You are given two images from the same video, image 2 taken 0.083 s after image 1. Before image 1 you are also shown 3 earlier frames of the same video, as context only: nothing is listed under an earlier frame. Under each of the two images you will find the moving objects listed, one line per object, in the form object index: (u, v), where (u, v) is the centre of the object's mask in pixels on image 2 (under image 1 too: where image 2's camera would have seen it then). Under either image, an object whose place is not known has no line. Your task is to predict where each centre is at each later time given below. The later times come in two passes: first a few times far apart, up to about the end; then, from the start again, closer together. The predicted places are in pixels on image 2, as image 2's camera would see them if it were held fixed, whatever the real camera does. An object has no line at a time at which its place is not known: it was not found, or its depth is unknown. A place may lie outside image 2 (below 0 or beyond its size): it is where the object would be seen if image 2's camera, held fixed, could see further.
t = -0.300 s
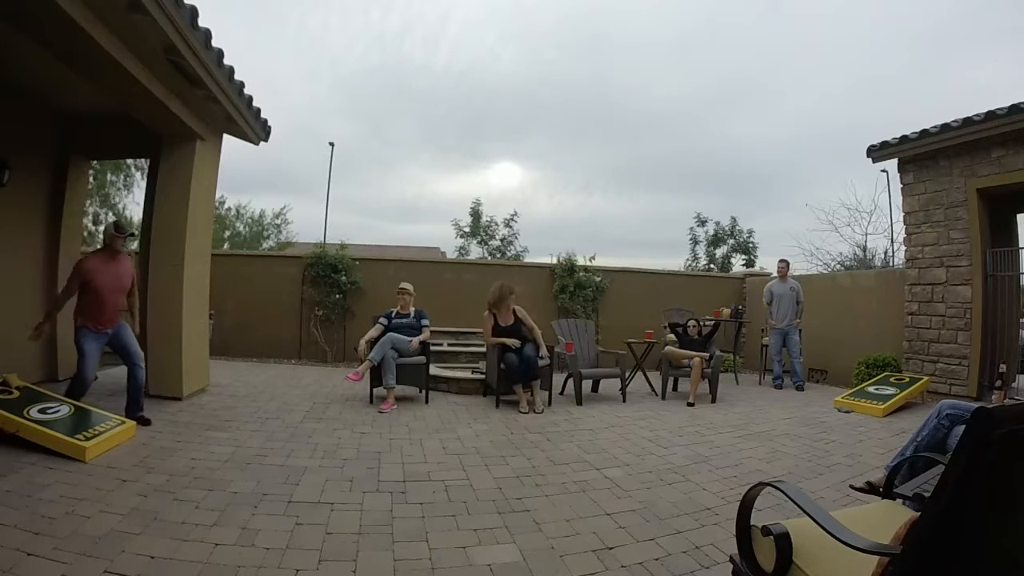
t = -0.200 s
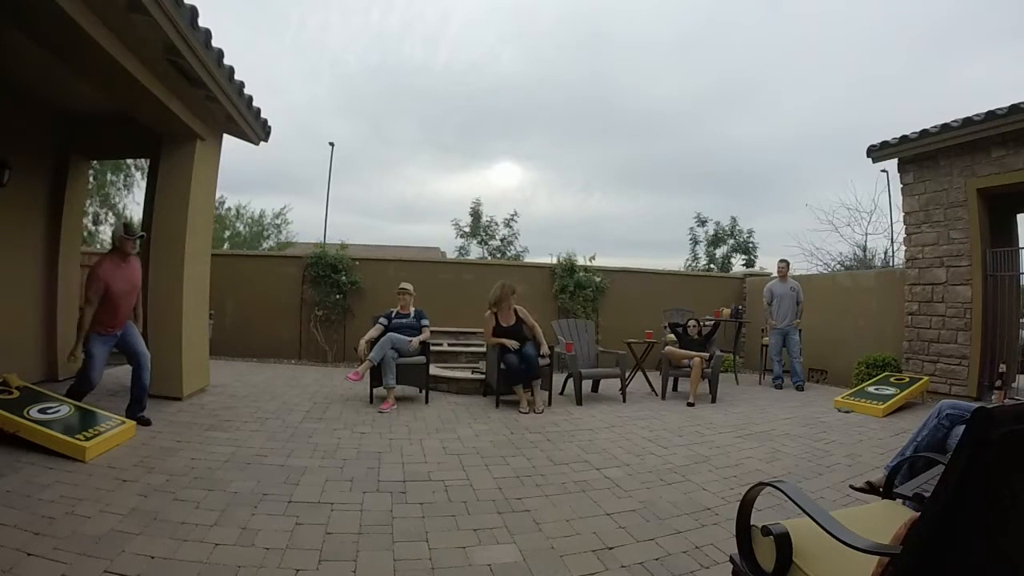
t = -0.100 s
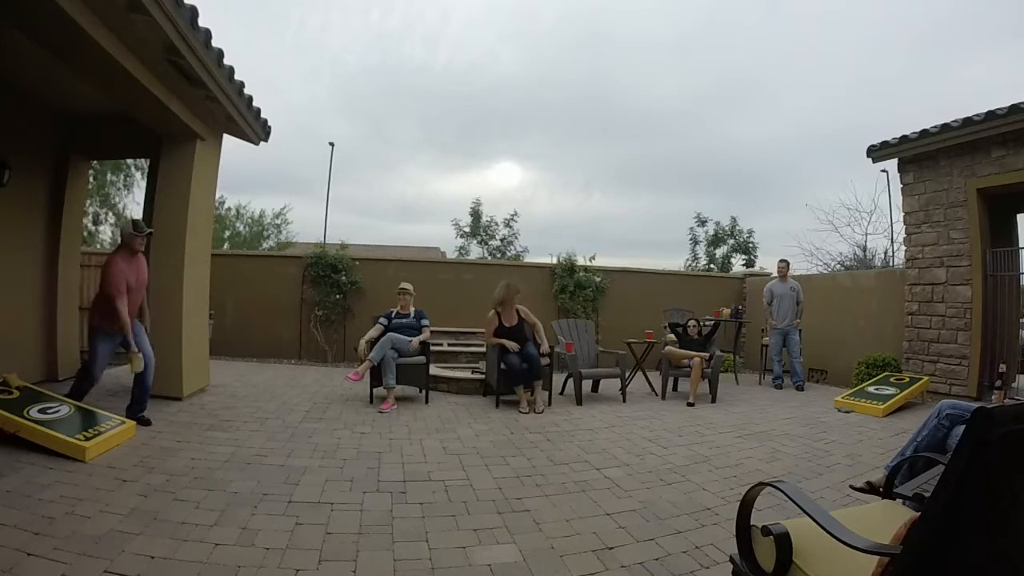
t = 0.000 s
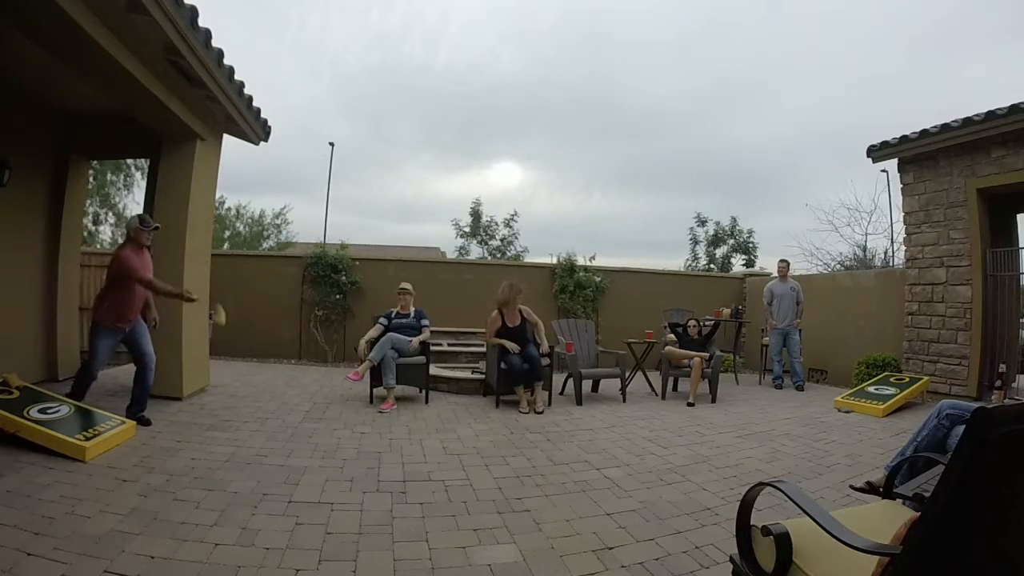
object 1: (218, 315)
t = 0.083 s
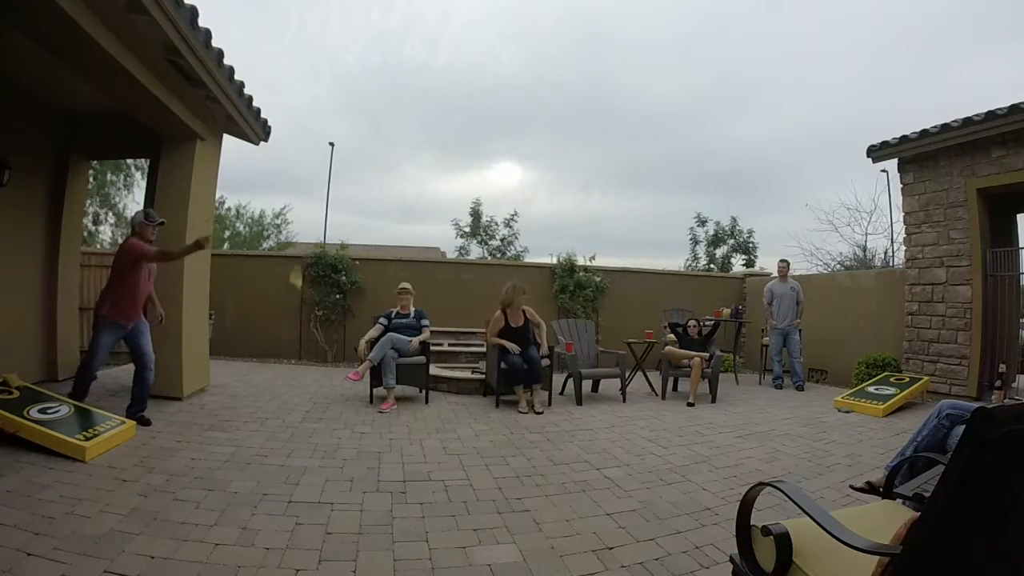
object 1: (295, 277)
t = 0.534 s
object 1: (680, 267)
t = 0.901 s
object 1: (838, 412)
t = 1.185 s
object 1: (847, 406)
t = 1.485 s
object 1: (848, 407)
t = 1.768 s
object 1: (848, 407)
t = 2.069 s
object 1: (848, 407)
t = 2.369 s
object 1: (847, 408)
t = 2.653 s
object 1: (848, 408)
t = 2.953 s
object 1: (848, 407)
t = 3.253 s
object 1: (847, 407)
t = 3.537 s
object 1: (848, 407)
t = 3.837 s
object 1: (848, 408)
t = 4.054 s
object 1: (847, 408)
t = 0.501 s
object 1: (659, 261)
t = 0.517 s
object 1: (670, 264)
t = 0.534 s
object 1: (680, 267)
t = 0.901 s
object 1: (838, 412)
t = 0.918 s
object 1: (842, 411)
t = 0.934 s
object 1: (843, 411)
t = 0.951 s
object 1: (843, 409)
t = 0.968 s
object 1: (845, 407)
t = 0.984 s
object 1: (847, 405)
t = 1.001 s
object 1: (847, 406)
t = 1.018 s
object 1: (847, 406)
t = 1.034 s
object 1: (847, 407)
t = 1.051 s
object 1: (848, 406)
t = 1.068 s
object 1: (848, 406)
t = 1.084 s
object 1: (848, 406)
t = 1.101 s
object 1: (848, 406)
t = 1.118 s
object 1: (847, 406)
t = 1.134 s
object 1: (847, 406)
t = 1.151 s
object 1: (847, 406)
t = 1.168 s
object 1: (847, 406)
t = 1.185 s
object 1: (847, 406)
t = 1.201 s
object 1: (848, 406)
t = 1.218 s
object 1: (848, 406)
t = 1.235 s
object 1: (848, 406)
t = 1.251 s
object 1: (848, 406)
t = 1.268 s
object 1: (848, 406)
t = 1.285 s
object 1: (848, 407)
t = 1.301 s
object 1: (848, 407)
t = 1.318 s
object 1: (848, 407)
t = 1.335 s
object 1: (848, 407)
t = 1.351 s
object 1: (848, 407)
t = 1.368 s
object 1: (848, 407)
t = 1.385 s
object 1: (848, 407)
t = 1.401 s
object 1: (848, 407)
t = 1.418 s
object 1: (848, 407)
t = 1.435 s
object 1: (848, 407)
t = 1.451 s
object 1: (848, 407)
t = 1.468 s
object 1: (848, 407)
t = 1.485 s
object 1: (848, 407)
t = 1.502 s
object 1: (848, 407)
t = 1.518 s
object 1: (848, 407)
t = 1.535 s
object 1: (848, 407)
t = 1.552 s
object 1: (848, 407)
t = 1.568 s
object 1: (848, 407)
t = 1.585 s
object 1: (848, 407)
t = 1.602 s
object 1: (848, 407)
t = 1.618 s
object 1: (848, 407)
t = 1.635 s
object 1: (848, 407)
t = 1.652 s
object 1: (848, 407)
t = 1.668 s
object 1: (848, 407)
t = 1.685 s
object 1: (848, 407)
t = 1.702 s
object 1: (848, 407)
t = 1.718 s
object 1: (848, 407)
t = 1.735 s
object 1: (848, 407)
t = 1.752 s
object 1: (848, 407)
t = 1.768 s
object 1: (848, 407)
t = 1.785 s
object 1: (848, 407)
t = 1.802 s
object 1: (848, 407)
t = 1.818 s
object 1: (848, 407)
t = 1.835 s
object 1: (848, 407)
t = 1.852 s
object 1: (848, 407)
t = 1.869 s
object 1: (848, 407)
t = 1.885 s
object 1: (848, 407)
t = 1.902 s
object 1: (848, 407)
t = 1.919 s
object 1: (848, 407)
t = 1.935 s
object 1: (848, 407)
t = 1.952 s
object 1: (848, 407)
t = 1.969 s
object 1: (848, 407)
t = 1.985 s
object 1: (848, 407)
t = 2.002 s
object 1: (848, 407)
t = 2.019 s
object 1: (848, 407)
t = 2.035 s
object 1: (848, 407)
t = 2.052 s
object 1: (848, 407)
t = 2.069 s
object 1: (848, 407)
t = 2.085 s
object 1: (848, 408)
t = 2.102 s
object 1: (848, 407)
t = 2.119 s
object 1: (848, 408)
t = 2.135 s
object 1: (848, 408)
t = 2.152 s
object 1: (848, 408)
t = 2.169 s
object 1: (848, 407)
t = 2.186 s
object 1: (848, 407)
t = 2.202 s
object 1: (848, 407)
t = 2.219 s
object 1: (848, 408)
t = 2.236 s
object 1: (848, 408)
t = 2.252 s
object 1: (847, 408)
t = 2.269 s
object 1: (847, 408)
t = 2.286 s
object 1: (847, 408)
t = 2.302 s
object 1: (847, 408)
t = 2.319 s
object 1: (847, 408)
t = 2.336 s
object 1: (847, 408)
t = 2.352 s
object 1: (847, 408)
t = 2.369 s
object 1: (847, 408)
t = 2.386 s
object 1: (848, 408)
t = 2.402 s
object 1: (848, 408)
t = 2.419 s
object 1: (848, 408)
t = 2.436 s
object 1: (848, 408)
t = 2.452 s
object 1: (848, 408)
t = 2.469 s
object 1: (848, 408)
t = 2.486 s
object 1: (848, 408)
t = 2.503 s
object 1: (848, 408)
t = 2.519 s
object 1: (848, 408)
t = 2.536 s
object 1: (848, 408)
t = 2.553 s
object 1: (848, 408)
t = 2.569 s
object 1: (848, 408)
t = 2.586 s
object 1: (848, 408)
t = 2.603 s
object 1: (848, 408)
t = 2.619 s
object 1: (848, 408)
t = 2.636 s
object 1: (848, 408)
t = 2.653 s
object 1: (848, 408)
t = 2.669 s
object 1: (848, 407)
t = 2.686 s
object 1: (848, 407)
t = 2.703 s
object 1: (848, 407)
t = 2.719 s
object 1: (848, 407)
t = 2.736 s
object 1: (848, 407)
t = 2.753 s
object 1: (848, 407)
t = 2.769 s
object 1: (848, 407)
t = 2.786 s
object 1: (848, 407)
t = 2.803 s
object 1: (848, 407)
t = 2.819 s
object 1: (847, 407)
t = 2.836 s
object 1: (848, 407)
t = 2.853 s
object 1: (848, 407)
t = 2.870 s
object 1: (848, 407)
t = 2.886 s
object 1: (848, 407)
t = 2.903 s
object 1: (848, 407)
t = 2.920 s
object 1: (848, 407)
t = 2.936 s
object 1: (847, 407)
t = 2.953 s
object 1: (848, 407)
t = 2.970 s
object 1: (848, 407)
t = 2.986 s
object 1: (848, 407)
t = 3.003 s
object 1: (848, 407)
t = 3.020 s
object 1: (848, 407)
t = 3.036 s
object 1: (848, 407)
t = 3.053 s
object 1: (848, 407)
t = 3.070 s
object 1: (848, 407)
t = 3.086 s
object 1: (848, 407)
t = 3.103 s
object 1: (848, 407)
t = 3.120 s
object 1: (847, 407)
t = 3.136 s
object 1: (848, 407)
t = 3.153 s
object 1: (848, 407)
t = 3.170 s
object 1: (847, 407)
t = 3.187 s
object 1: (847, 407)
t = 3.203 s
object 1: (847, 407)
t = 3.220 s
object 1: (847, 407)
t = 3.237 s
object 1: (847, 407)
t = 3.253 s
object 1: (847, 407)
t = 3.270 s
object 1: (847, 407)
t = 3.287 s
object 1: (847, 407)
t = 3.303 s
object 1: (847, 407)
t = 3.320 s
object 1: (847, 407)
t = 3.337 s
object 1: (847, 407)
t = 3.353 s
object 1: (847, 407)
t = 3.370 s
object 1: (847, 407)
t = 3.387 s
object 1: (847, 407)
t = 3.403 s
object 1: (847, 407)
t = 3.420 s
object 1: (847, 407)
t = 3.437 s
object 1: (847, 407)
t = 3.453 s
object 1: (847, 407)
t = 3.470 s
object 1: (847, 407)
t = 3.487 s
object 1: (848, 407)
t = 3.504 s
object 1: (847, 407)
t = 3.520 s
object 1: (848, 407)
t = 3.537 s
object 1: (848, 407)
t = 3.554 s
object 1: (848, 407)
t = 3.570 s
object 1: (848, 407)
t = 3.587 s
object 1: (848, 407)
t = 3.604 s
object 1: (848, 407)
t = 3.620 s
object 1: (848, 407)
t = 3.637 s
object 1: (848, 407)
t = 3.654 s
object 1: (848, 407)
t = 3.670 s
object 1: (848, 407)
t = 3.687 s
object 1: (848, 407)
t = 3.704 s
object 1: (848, 407)
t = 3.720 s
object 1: (848, 407)
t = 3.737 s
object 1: (848, 407)
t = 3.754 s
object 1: (847, 407)
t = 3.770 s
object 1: (847, 407)
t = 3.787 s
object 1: (848, 408)
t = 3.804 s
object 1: (847, 407)
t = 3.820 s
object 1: (848, 408)
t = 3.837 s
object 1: (848, 408)
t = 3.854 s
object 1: (847, 407)
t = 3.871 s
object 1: (848, 408)
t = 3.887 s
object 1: (848, 408)
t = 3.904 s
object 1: (848, 408)
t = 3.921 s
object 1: (848, 408)
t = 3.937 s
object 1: (848, 408)
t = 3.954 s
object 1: (848, 408)
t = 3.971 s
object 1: (848, 408)
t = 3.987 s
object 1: (848, 408)
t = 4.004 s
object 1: (847, 408)
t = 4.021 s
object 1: (847, 408)
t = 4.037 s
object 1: (847, 408)
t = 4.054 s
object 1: (847, 408)
